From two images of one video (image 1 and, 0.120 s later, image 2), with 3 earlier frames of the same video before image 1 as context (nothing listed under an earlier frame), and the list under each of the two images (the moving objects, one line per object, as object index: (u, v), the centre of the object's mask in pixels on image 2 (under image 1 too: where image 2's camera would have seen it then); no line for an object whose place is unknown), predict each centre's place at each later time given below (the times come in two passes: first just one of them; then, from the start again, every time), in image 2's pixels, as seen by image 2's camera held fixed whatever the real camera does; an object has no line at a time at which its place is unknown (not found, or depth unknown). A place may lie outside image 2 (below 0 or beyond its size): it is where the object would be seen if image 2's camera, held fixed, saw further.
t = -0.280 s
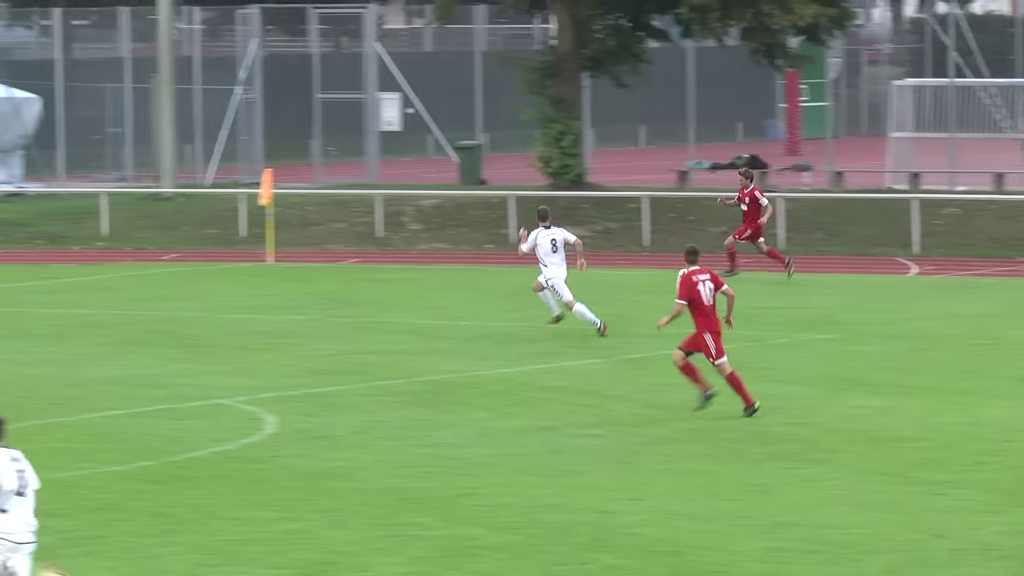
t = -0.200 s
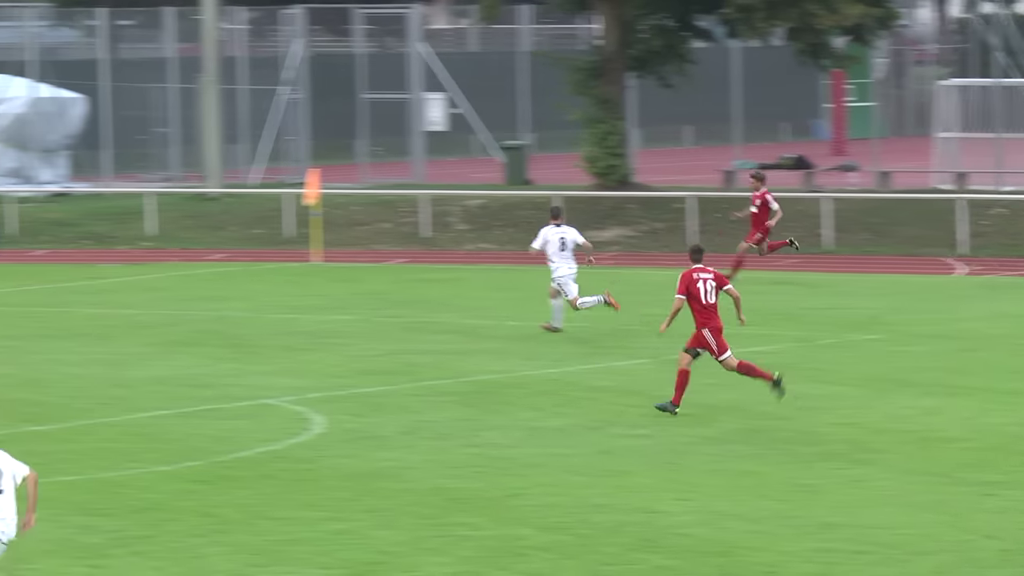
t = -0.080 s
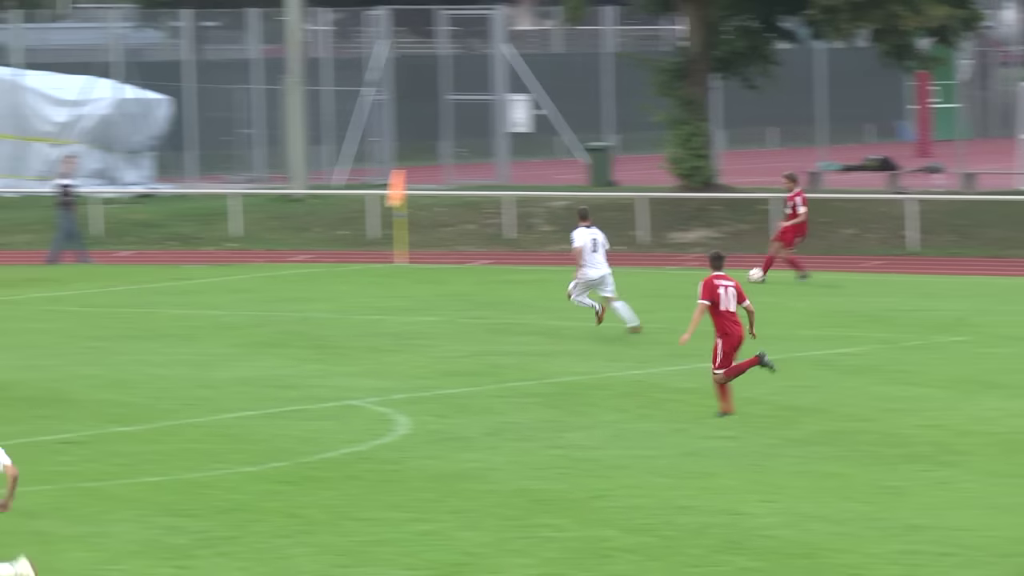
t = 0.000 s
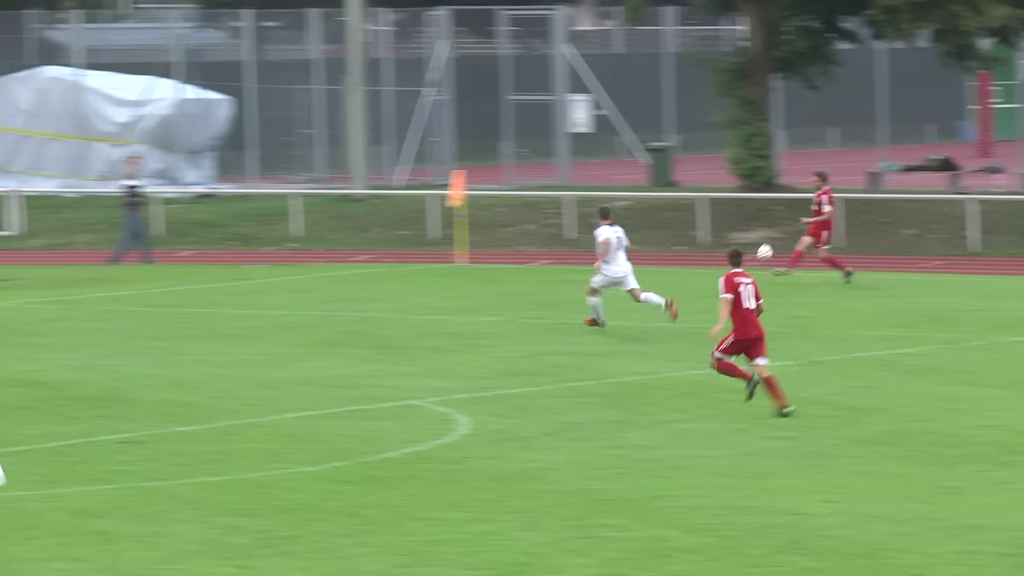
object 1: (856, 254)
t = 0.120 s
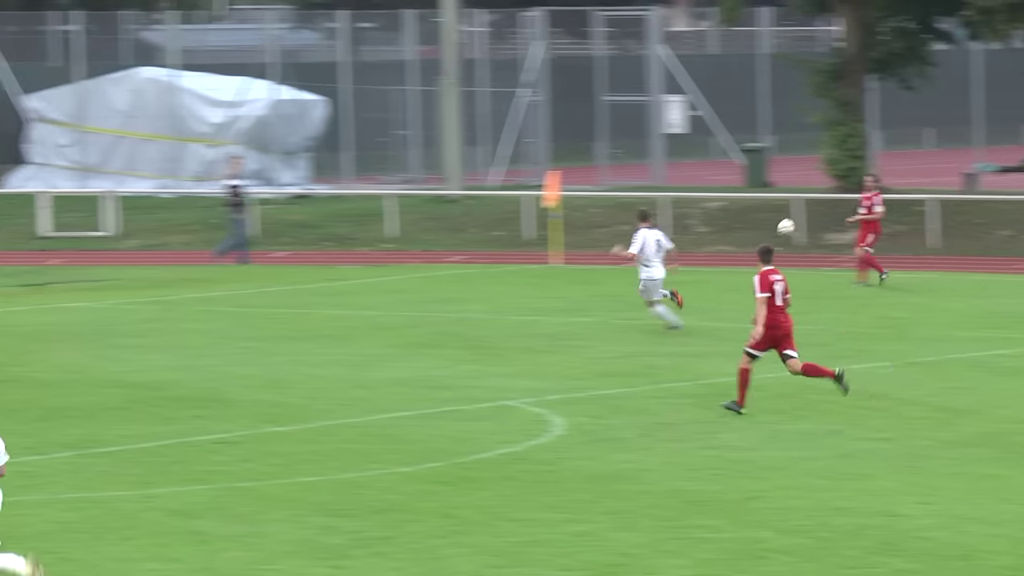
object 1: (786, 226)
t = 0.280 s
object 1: (693, 210)
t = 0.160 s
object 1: (764, 220)
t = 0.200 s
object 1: (739, 217)
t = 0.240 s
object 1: (716, 211)
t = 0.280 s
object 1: (693, 210)
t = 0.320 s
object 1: (671, 208)
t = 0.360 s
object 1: (651, 208)
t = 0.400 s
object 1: (630, 209)
